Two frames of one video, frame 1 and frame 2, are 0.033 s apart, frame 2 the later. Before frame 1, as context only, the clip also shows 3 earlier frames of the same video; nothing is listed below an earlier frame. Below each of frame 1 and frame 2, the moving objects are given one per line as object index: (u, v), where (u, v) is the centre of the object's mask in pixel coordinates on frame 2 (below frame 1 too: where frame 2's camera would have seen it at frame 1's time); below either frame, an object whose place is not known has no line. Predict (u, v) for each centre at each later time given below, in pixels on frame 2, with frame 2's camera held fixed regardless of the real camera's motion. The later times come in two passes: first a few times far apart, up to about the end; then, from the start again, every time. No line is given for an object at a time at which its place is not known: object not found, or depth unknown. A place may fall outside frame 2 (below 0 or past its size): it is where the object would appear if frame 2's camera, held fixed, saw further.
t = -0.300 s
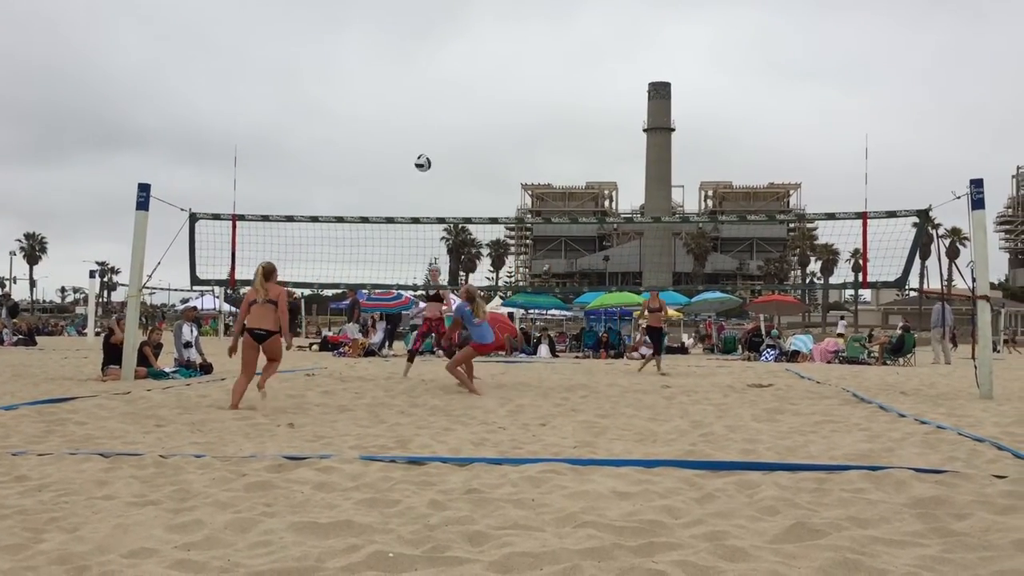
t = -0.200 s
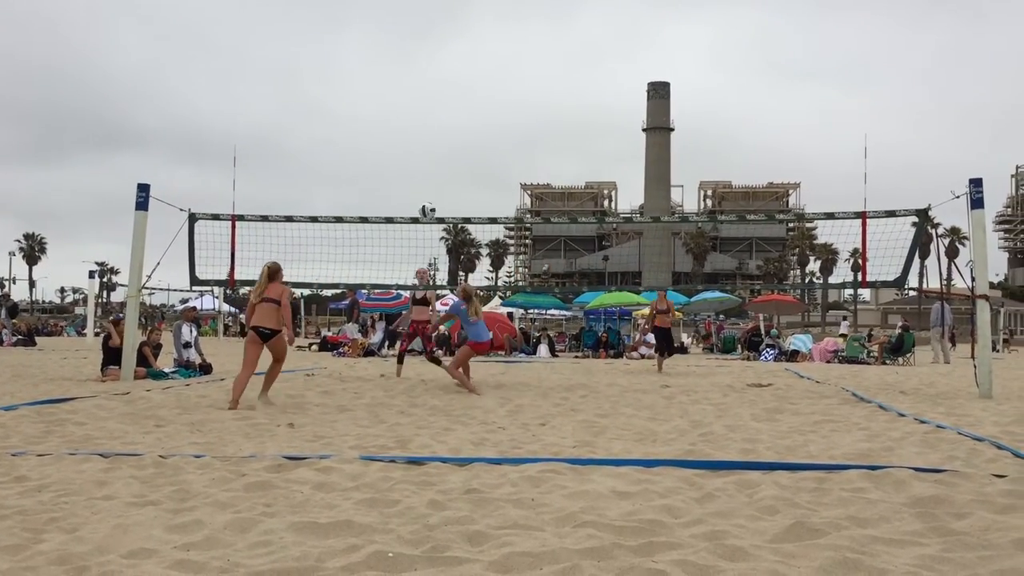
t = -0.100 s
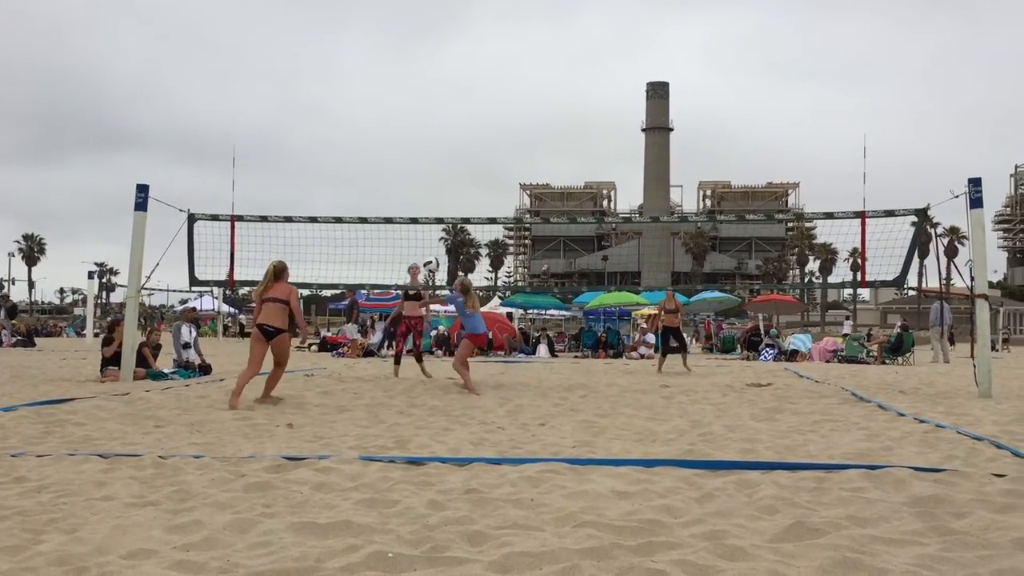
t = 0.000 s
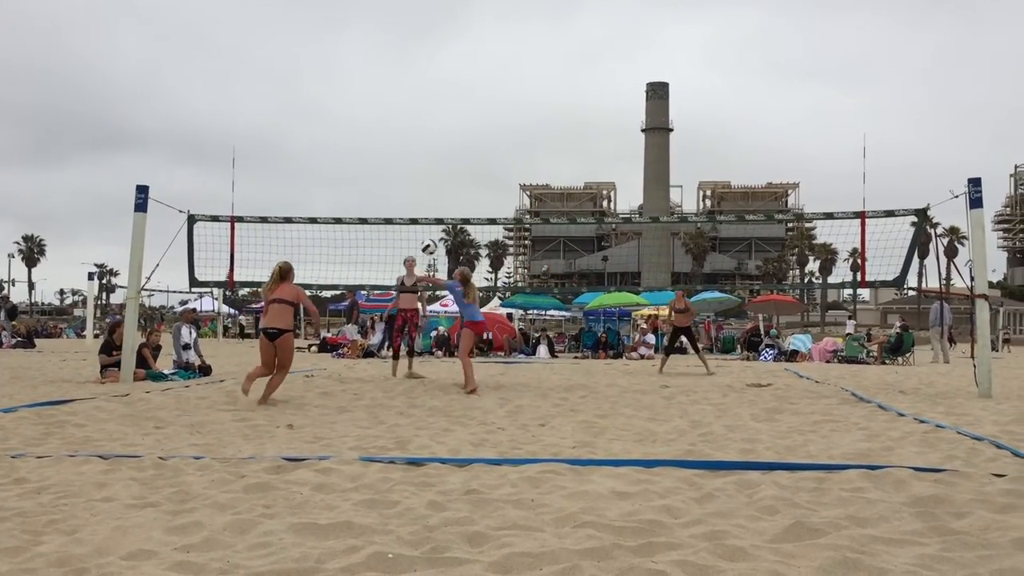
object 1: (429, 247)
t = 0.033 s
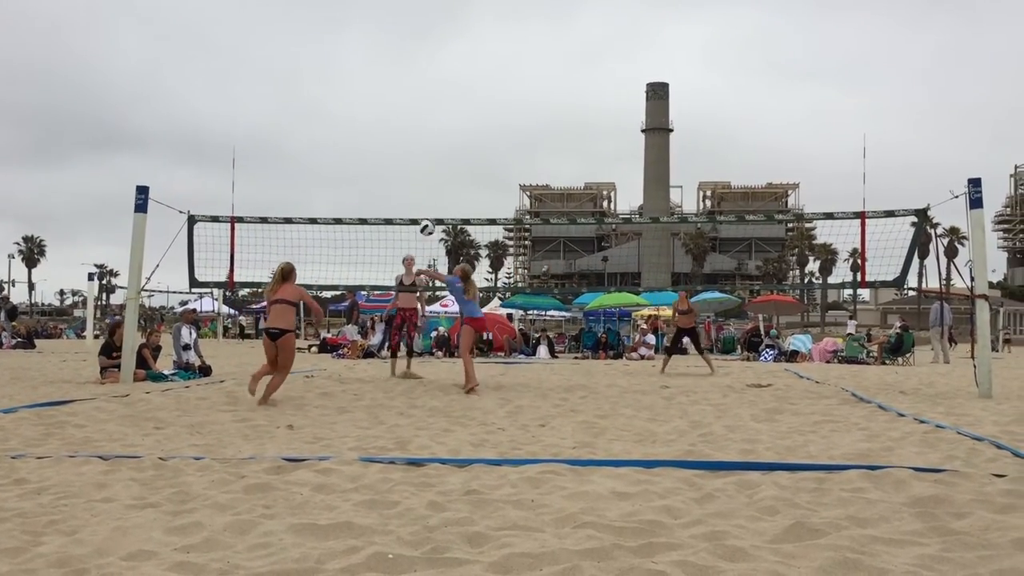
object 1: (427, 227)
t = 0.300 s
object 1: (412, 104)
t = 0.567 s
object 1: (399, 36)
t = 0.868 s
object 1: (386, 24)
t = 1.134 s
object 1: (376, 70)
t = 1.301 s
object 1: (372, 123)
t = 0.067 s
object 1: (425, 209)
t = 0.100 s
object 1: (423, 192)
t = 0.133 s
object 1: (421, 175)
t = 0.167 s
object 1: (419, 159)
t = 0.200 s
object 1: (418, 144)
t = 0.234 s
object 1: (416, 130)
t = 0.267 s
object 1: (415, 116)
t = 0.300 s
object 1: (412, 104)
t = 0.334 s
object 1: (411, 92)
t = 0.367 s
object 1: (409, 82)
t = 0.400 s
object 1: (408, 72)
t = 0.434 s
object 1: (406, 63)
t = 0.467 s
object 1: (404, 55)
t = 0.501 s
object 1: (402, 48)
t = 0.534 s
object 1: (401, 41)
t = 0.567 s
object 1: (399, 36)
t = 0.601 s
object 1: (397, 32)
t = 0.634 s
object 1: (395, 28)
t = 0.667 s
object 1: (394, 25)
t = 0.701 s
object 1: (393, 22)
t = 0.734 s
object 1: (391, 21)
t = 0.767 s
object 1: (390, 20)
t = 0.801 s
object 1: (389, 21)
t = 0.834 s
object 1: (387, 22)
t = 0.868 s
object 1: (386, 24)
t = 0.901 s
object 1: (385, 27)
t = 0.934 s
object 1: (384, 31)
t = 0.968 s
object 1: (382, 35)
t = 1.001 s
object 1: (381, 40)
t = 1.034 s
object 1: (380, 46)
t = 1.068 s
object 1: (379, 53)
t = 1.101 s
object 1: (378, 61)
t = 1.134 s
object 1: (376, 70)
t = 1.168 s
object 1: (375, 78)
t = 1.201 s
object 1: (374, 89)
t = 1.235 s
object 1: (373, 99)
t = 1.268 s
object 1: (372, 111)
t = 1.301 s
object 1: (372, 123)
